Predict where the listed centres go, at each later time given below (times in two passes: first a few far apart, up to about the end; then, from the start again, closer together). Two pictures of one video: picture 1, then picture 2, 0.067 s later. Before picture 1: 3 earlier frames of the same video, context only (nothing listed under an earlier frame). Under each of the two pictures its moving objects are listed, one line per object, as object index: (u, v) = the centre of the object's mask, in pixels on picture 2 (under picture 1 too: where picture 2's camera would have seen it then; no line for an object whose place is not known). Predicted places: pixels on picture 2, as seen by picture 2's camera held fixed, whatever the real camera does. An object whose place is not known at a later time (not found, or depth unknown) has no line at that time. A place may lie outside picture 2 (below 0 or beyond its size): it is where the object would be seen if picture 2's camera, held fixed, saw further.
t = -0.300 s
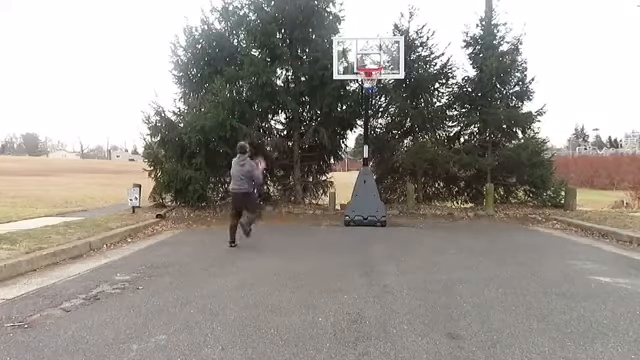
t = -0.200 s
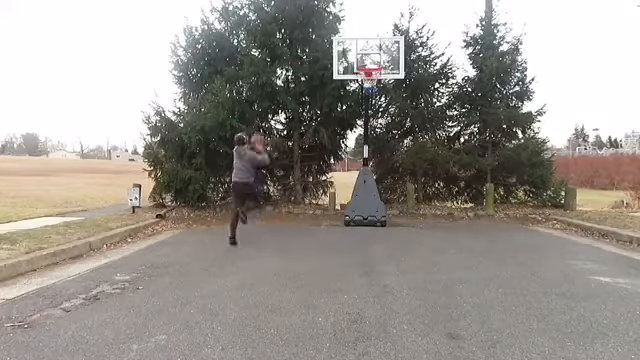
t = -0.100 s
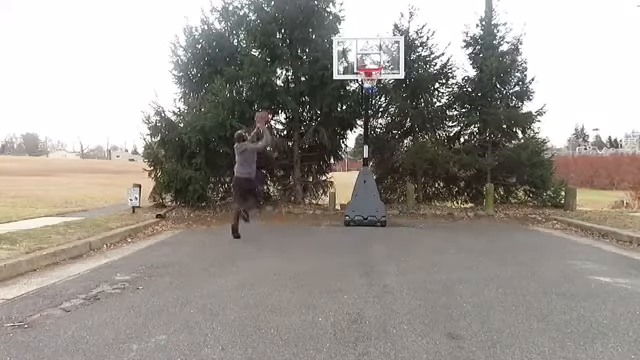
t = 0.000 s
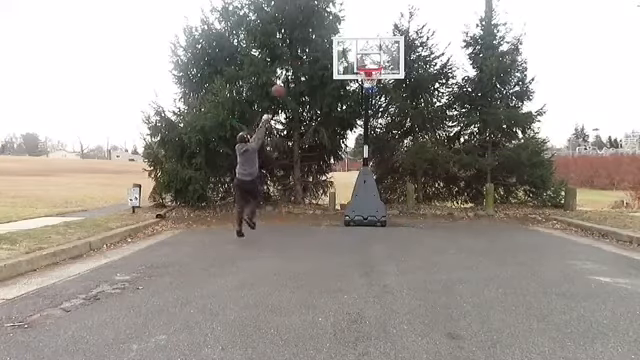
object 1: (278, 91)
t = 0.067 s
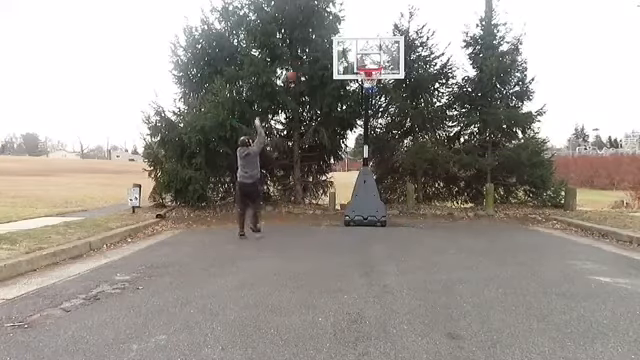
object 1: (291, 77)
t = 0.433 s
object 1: (345, 52)
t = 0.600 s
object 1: (361, 58)
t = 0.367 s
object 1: (335, 51)
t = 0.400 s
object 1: (339, 51)
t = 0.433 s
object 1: (345, 52)
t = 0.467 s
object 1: (349, 52)
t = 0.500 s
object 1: (352, 53)
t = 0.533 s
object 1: (357, 55)
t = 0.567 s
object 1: (359, 57)
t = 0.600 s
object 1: (361, 58)
